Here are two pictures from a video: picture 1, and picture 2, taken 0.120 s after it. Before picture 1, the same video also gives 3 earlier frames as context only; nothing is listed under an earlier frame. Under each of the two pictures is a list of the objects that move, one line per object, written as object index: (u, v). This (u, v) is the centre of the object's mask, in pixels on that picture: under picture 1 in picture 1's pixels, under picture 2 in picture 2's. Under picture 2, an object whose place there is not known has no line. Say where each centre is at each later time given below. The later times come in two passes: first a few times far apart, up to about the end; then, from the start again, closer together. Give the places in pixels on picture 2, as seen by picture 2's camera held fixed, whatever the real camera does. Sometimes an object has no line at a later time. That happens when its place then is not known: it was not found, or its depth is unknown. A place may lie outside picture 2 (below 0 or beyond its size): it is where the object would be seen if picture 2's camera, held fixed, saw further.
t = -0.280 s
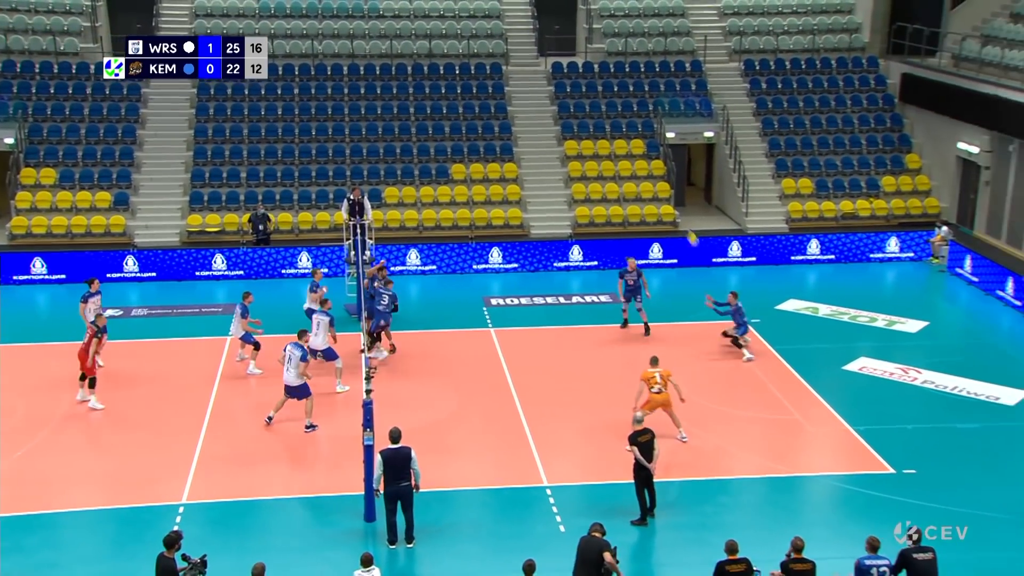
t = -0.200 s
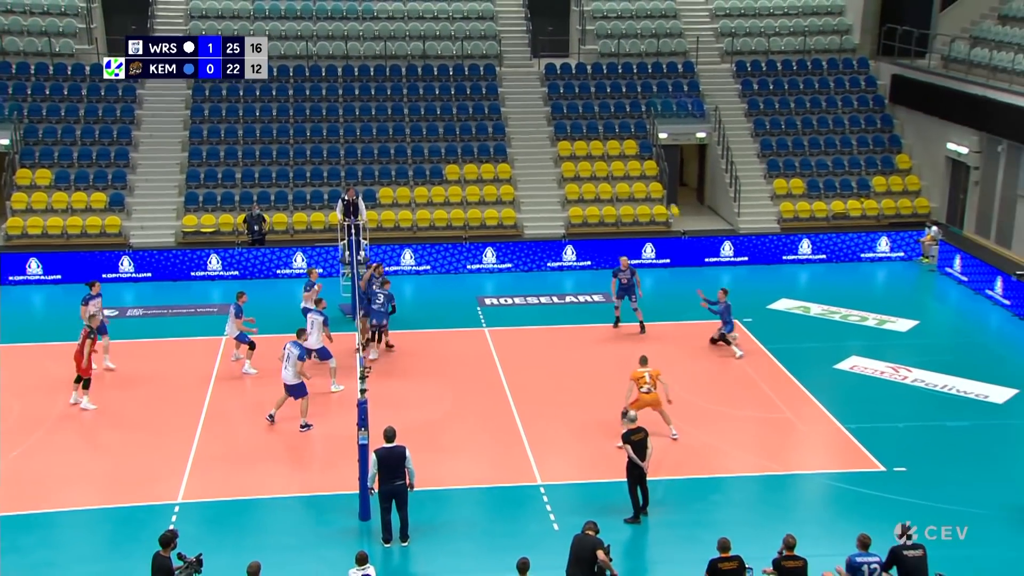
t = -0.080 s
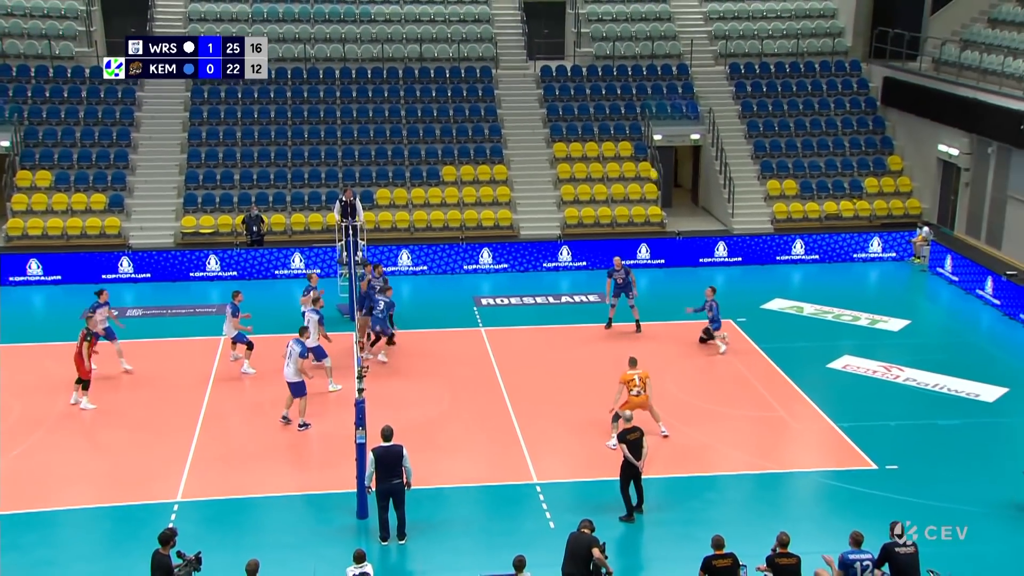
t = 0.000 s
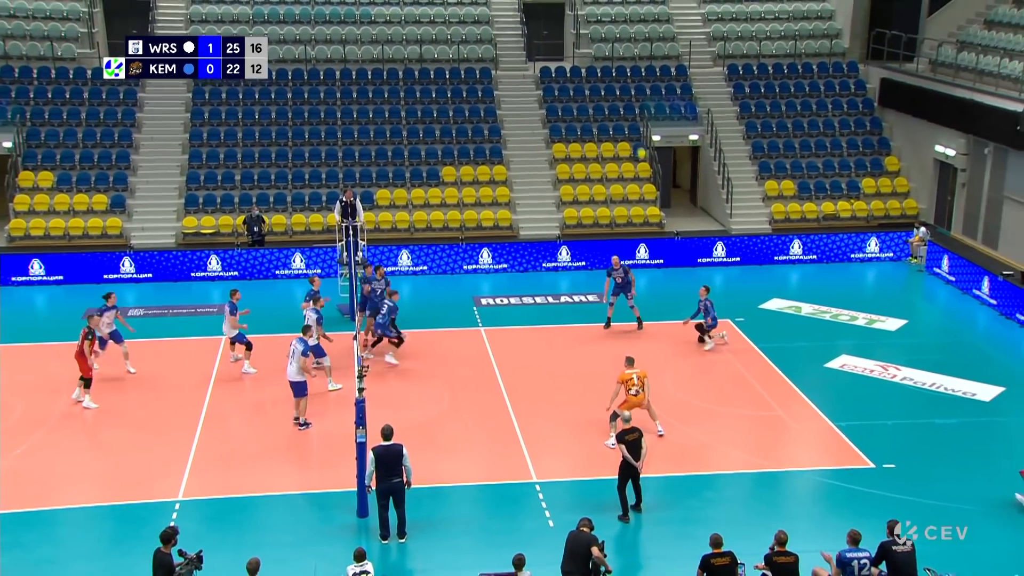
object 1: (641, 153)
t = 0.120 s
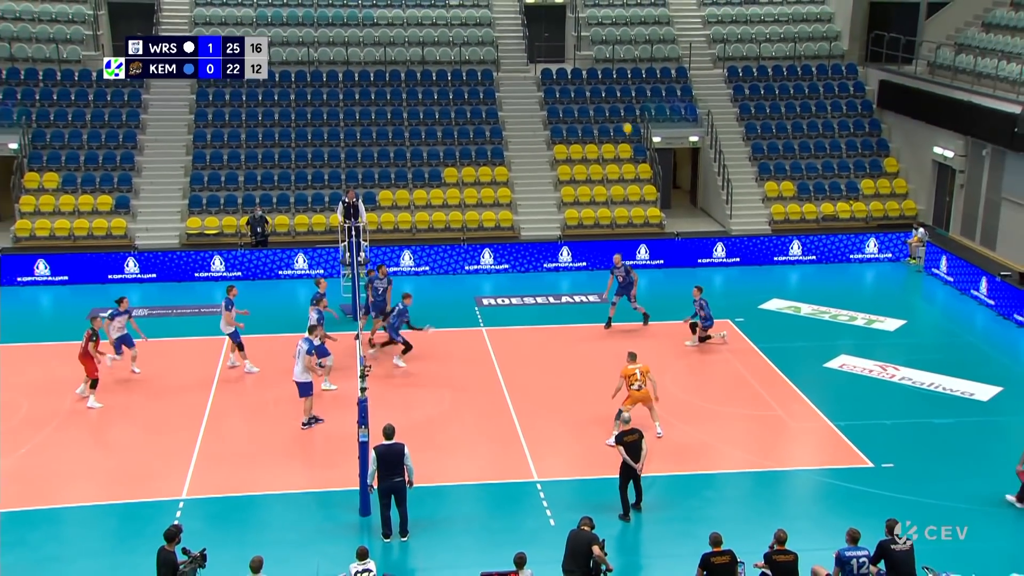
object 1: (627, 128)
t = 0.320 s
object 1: (604, 98)
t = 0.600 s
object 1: (572, 86)
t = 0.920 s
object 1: (536, 115)
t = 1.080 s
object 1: (517, 147)
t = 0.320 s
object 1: (604, 98)
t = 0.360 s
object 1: (599, 95)
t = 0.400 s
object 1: (595, 92)
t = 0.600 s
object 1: (572, 86)
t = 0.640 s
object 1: (567, 88)
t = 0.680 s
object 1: (563, 90)
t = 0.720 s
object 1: (558, 92)
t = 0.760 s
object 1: (554, 96)
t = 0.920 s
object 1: (536, 115)
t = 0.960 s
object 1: (531, 122)
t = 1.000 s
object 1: (526, 130)
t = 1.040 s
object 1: (522, 138)
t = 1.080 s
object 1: (517, 147)
